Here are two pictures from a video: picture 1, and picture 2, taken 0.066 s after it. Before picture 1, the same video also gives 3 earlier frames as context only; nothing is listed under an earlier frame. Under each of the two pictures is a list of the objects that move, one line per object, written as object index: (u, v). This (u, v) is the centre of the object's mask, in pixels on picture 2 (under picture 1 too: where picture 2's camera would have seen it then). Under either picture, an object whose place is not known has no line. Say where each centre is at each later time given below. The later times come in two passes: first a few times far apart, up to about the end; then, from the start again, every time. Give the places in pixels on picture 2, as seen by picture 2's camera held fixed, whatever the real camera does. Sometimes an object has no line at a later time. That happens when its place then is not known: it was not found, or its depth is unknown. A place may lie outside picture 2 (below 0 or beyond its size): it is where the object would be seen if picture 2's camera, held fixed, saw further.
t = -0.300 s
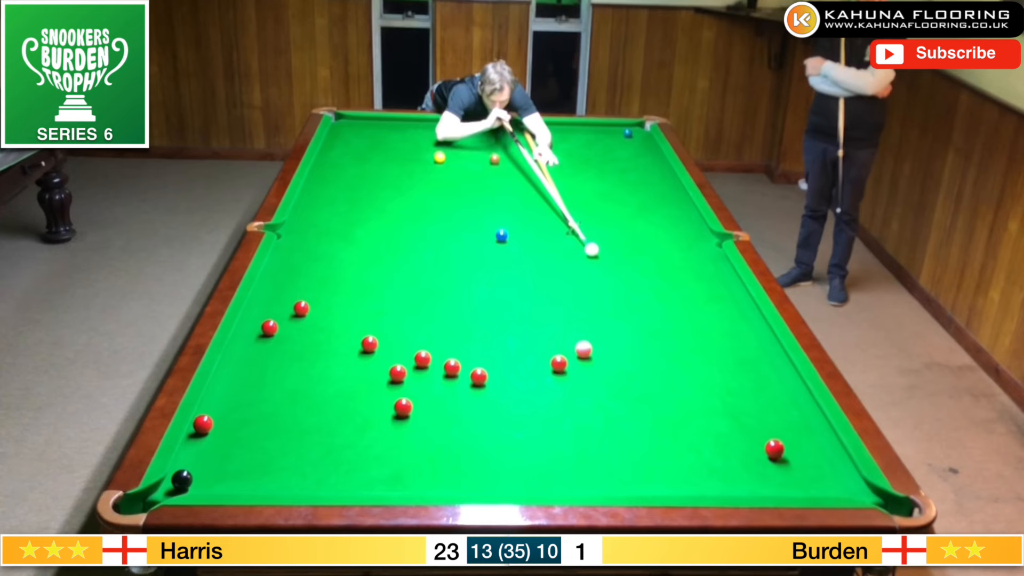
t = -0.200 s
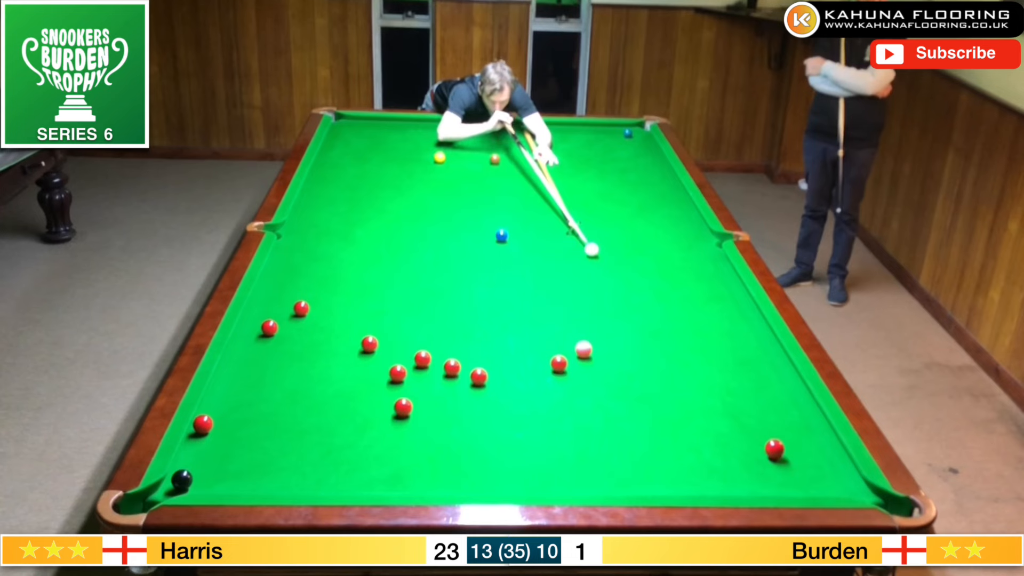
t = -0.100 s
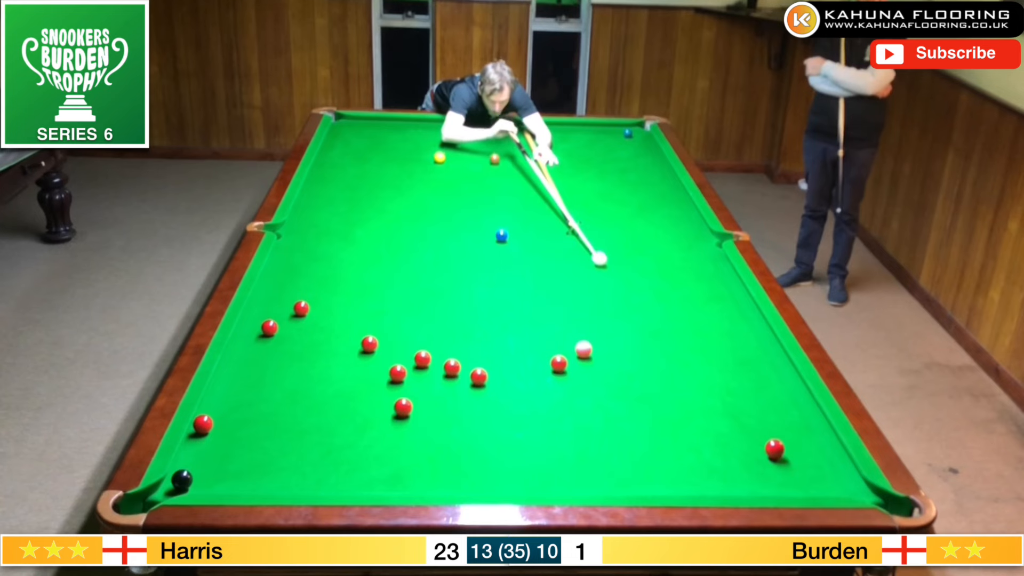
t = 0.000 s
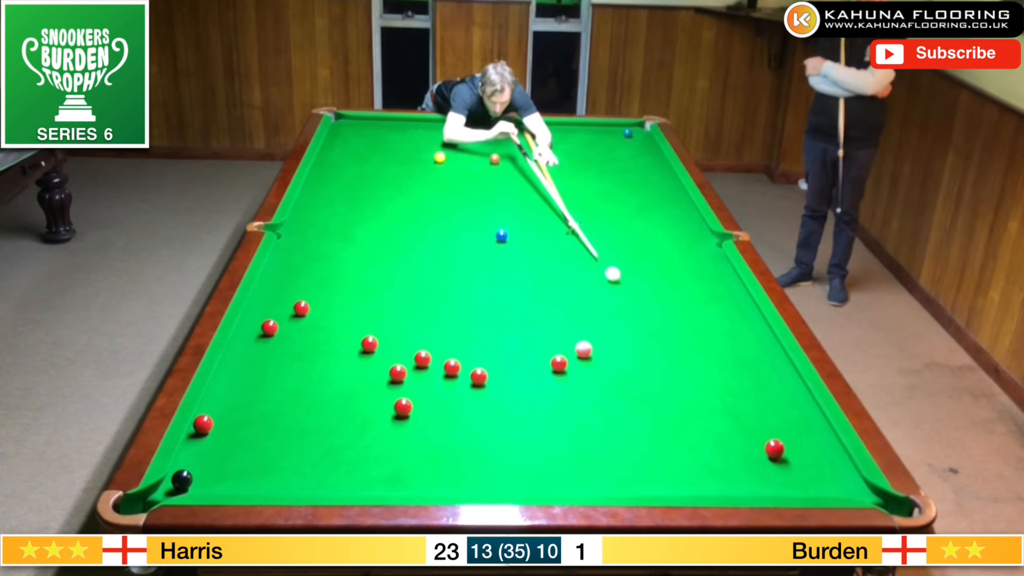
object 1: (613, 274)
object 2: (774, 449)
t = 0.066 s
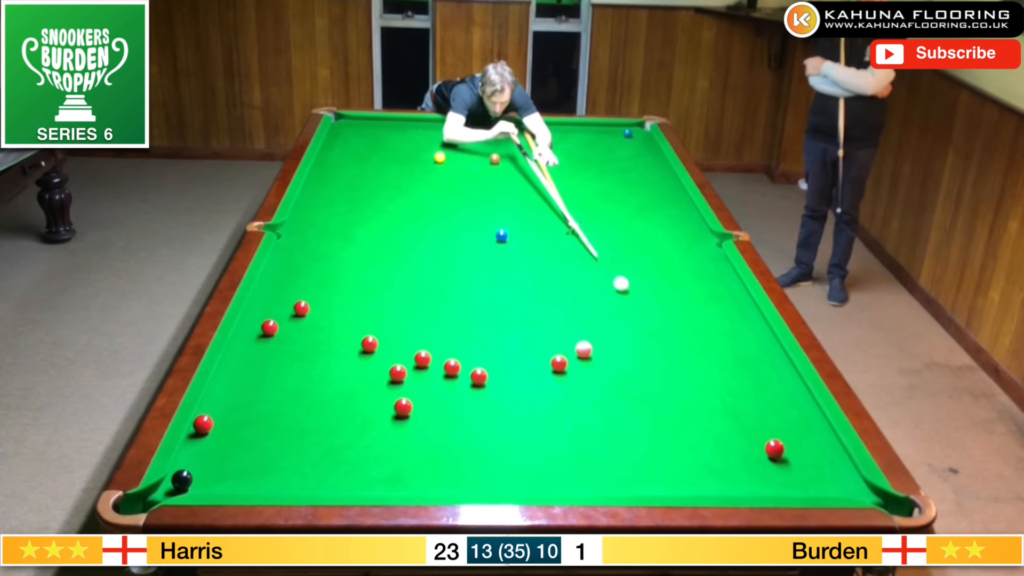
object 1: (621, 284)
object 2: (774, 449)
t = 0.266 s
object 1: (645, 311)
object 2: (774, 449)
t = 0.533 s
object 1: (681, 352)
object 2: (774, 449)
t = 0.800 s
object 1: (723, 400)
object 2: (775, 449)
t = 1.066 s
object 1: (754, 445)
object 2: (790, 457)
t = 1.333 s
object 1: (746, 471)
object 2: (843, 485)
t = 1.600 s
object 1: (736, 487)
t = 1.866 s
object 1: (718, 473)
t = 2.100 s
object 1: (704, 461)
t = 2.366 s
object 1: (690, 450)
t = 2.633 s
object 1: (680, 441)
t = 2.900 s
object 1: (671, 433)
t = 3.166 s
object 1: (665, 428)
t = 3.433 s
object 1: (661, 425)
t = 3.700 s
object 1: (658, 423)
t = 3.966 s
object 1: (658, 423)
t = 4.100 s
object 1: (658, 423)
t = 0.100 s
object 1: (625, 289)
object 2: (774, 449)
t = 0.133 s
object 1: (629, 293)
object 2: (774, 449)
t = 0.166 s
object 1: (633, 297)
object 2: (774, 449)
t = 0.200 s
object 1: (637, 302)
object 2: (774, 449)
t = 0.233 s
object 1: (641, 307)
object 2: (774, 449)
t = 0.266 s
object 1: (645, 311)
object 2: (774, 449)
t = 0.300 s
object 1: (649, 316)
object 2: (774, 449)
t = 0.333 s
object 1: (653, 321)
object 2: (774, 449)
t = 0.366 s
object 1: (658, 326)
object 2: (774, 449)
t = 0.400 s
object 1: (662, 331)
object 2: (774, 449)
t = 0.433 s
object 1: (667, 336)
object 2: (774, 449)
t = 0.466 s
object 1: (671, 342)
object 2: (774, 449)
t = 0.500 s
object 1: (676, 347)
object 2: (774, 449)
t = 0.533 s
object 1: (681, 352)
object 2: (774, 449)
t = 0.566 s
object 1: (686, 358)
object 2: (774, 449)
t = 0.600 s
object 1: (691, 364)
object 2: (774, 449)
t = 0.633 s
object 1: (696, 369)
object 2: (774, 449)
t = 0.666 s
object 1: (701, 375)
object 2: (774, 449)
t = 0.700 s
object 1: (706, 381)
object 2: (774, 449)
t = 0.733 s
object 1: (711, 387)
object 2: (774, 449)
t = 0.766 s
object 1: (717, 393)
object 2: (775, 449)
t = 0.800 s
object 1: (723, 400)
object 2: (775, 449)
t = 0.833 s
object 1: (728, 406)
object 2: (774, 449)
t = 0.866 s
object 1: (734, 413)
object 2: (774, 449)
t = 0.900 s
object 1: (739, 419)
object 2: (774, 449)
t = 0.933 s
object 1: (745, 426)
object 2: (774, 449)
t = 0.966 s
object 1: (751, 433)
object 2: (774, 449)
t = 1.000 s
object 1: (757, 439)
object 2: (774, 449)
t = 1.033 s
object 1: (756, 443)
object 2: (782, 453)
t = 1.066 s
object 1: (754, 445)
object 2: (790, 457)
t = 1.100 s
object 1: (752, 448)
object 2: (797, 461)
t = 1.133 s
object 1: (752, 451)
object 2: (804, 465)
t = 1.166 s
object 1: (751, 455)
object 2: (810, 468)
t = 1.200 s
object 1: (750, 458)
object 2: (817, 472)
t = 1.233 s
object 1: (749, 461)
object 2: (823, 475)
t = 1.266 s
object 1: (748, 465)
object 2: (830, 479)
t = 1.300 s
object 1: (747, 468)
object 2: (836, 482)
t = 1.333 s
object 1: (746, 471)
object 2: (843, 485)
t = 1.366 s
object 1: (745, 475)
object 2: (850, 488)
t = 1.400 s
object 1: (744, 478)
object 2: (857, 491)
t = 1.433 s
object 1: (744, 481)
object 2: (864, 494)
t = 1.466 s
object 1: (743, 484)
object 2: (871, 497)
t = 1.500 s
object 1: (742, 486)
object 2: (878, 503)
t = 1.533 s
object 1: (741, 488)
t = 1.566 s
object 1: (739, 488)
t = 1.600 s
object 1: (736, 487)
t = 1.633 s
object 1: (734, 485)
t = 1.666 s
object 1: (731, 484)
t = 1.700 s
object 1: (729, 483)
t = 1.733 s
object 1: (727, 481)
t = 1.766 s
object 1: (724, 478)
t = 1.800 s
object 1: (722, 476)
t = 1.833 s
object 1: (720, 475)
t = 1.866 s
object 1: (718, 473)
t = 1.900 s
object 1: (716, 471)
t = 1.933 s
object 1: (714, 469)
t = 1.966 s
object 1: (712, 467)
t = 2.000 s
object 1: (710, 466)
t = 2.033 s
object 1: (708, 464)
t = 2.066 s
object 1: (706, 463)
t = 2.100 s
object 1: (704, 461)
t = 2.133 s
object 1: (702, 459)
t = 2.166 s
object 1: (700, 458)
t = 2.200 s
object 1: (698, 457)
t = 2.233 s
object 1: (697, 455)
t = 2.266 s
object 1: (695, 454)
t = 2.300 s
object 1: (693, 452)
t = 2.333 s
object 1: (692, 451)
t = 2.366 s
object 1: (690, 450)
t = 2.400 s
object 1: (689, 449)
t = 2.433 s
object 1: (687, 447)
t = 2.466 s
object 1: (686, 446)
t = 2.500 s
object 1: (684, 445)
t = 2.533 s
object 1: (683, 444)
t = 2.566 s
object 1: (682, 443)
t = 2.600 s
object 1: (681, 442)
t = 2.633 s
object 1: (680, 441)
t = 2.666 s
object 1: (678, 440)
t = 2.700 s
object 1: (677, 438)
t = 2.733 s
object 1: (676, 437)
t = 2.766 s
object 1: (675, 436)
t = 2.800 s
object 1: (674, 436)
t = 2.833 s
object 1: (673, 435)
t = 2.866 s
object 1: (672, 434)
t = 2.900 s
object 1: (671, 433)
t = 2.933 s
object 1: (671, 433)
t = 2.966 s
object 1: (670, 432)
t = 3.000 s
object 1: (669, 431)
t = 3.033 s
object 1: (668, 430)
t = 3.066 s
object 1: (667, 430)
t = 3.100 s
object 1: (666, 429)
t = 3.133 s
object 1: (666, 429)
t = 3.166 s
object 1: (665, 428)
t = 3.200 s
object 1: (664, 428)
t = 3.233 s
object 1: (664, 427)
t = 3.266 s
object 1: (663, 427)
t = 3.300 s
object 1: (662, 426)
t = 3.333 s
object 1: (662, 426)
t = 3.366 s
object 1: (661, 426)
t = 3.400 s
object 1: (661, 426)
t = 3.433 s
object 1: (661, 425)
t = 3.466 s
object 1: (660, 425)
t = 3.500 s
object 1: (660, 425)
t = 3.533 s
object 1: (660, 425)
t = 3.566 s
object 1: (659, 425)
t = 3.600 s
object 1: (659, 424)
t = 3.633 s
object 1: (659, 424)
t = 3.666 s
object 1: (658, 424)
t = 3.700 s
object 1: (658, 423)
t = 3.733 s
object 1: (658, 423)
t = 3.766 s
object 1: (658, 423)
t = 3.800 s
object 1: (658, 423)
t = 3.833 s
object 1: (658, 423)
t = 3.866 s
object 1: (658, 423)
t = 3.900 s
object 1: (658, 423)
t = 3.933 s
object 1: (658, 423)
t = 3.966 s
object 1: (658, 423)
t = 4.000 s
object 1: (658, 423)
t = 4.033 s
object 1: (658, 423)
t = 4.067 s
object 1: (658, 423)
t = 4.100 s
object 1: (658, 423)
